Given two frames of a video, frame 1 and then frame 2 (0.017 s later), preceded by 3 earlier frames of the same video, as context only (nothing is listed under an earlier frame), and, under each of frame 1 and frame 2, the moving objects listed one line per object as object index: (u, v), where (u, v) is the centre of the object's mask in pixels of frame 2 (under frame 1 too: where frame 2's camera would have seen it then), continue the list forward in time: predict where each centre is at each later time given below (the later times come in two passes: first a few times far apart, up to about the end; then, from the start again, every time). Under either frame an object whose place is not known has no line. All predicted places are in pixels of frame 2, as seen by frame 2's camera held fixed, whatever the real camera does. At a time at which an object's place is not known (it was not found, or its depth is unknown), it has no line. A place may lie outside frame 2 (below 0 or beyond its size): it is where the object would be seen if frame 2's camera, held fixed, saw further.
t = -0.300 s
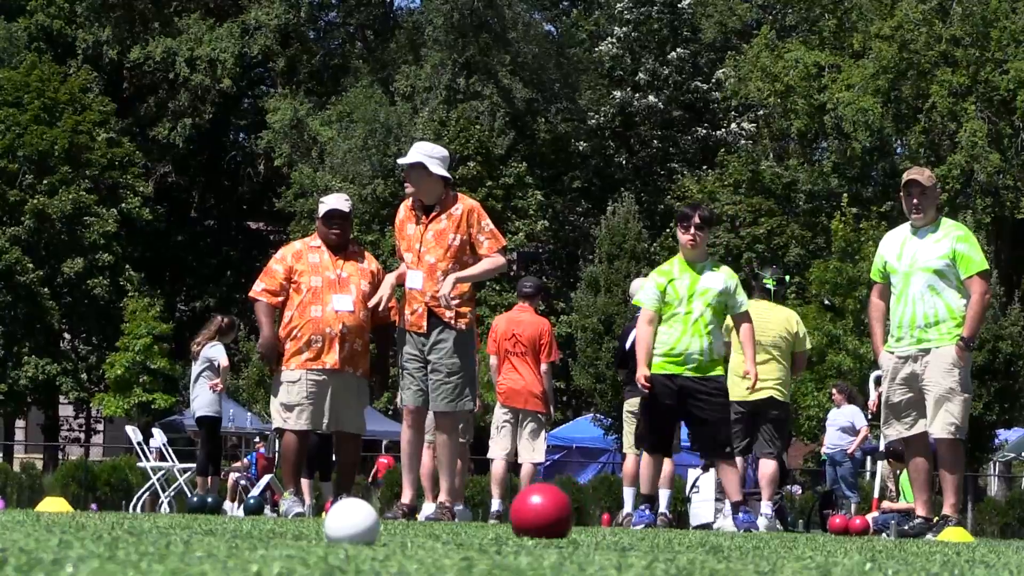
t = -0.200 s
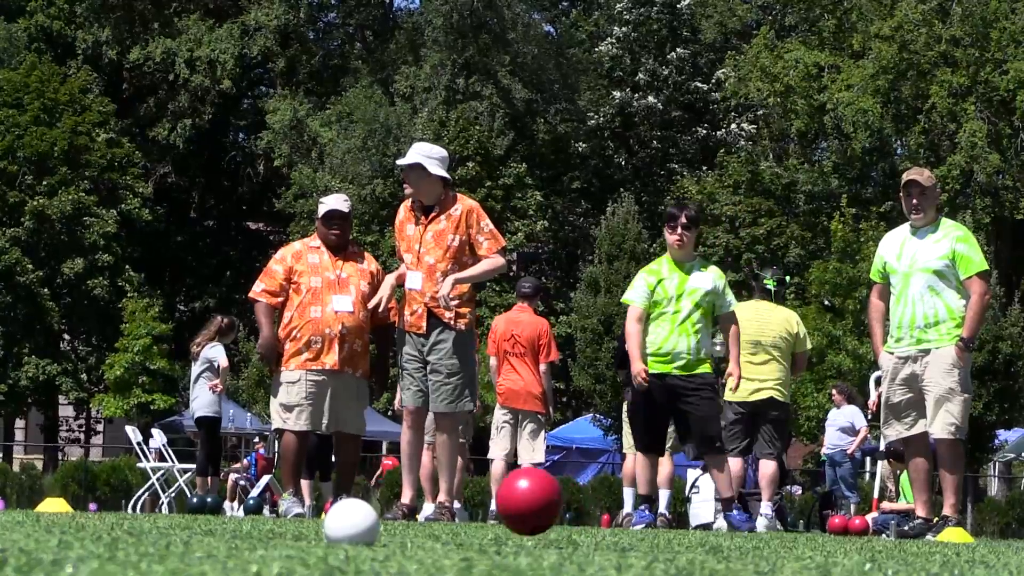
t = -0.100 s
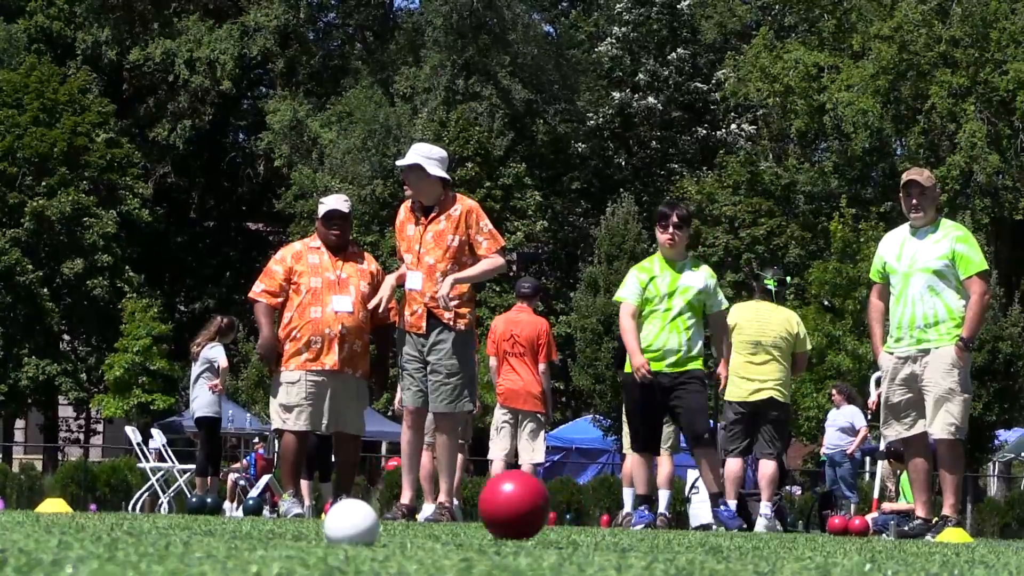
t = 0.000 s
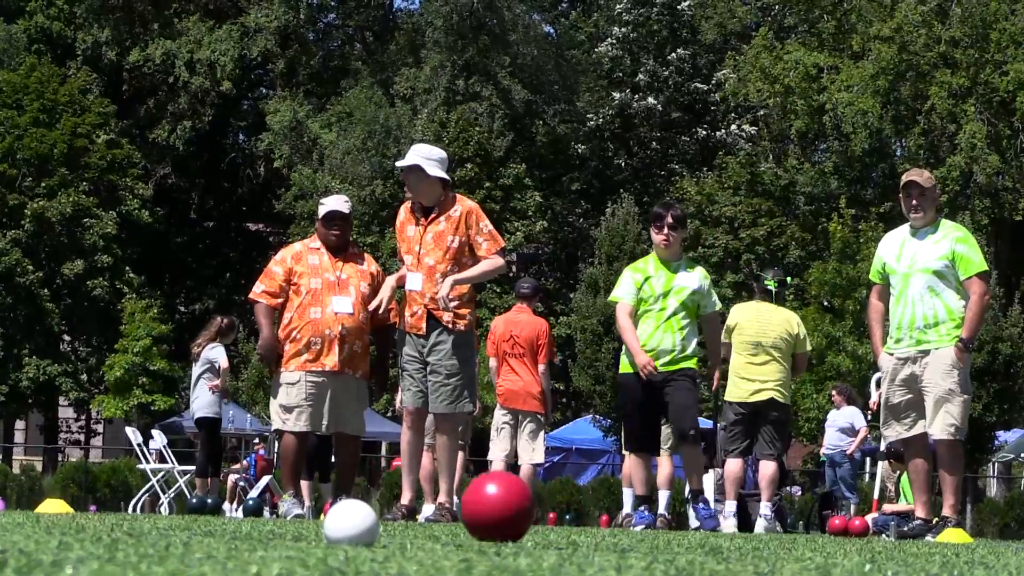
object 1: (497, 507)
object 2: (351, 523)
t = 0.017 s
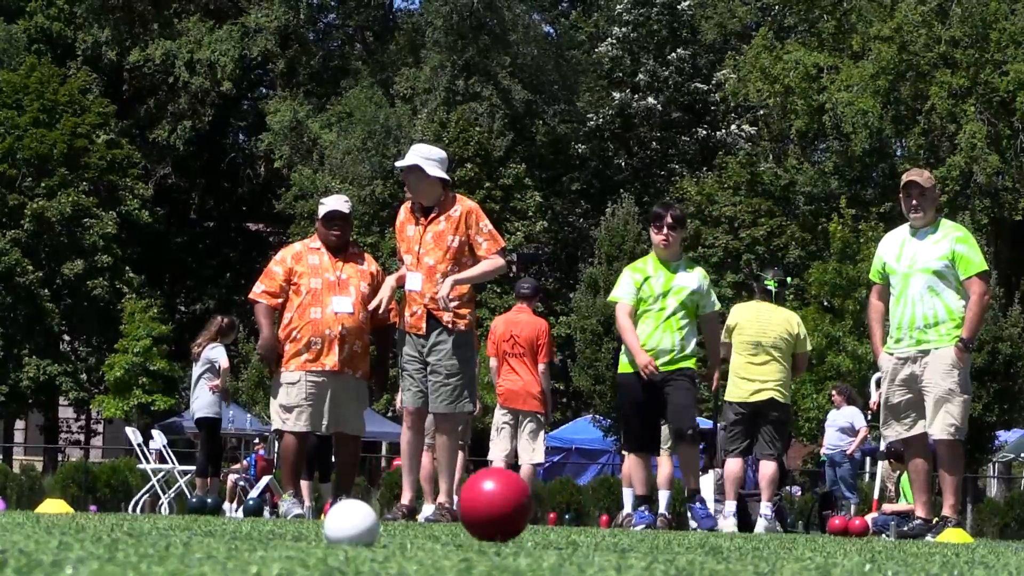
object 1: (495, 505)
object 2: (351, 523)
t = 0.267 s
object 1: (448, 502)
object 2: (351, 523)
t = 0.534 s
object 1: (394, 502)
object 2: (301, 495)
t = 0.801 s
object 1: (359, 498)
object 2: (54, 502)
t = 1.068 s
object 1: (313, 499)
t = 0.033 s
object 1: (492, 503)
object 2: (351, 523)
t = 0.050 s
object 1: (490, 504)
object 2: (351, 523)
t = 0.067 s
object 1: (487, 505)
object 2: (351, 523)
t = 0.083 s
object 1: (484, 508)
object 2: (351, 523)
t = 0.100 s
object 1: (481, 508)
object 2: (352, 523)
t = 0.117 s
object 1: (478, 504)
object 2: (351, 523)
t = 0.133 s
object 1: (475, 502)
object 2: (351, 523)
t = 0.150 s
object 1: (472, 500)
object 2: (351, 523)
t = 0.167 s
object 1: (468, 501)
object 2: (351, 523)
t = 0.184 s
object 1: (465, 504)
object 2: (351, 523)
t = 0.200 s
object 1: (461, 507)
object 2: (351, 523)
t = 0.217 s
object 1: (458, 508)
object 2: (352, 523)
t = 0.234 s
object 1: (455, 505)
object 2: (351, 523)
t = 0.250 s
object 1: (452, 503)
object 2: (351, 524)
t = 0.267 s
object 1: (448, 502)
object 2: (351, 523)
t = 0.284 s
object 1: (445, 503)
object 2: (352, 524)
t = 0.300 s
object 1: (441, 506)
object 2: (351, 524)
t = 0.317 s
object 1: (437, 508)
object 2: (351, 523)
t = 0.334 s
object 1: (434, 506)
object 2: (351, 524)
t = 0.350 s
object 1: (430, 504)
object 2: (351, 523)
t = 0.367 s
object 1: (426, 502)
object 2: (351, 523)
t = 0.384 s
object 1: (423, 502)
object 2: (351, 523)
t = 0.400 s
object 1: (419, 503)
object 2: (351, 524)
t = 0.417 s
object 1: (416, 504)
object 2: (351, 524)
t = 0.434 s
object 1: (413, 504)
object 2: (351, 524)
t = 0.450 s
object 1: (409, 501)
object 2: (351, 524)
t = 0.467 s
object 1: (405, 498)
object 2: (351, 524)
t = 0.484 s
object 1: (401, 497)
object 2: (347, 524)
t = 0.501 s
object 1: (397, 498)
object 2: (329, 519)
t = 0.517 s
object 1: (395, 499)
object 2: (314, 506)
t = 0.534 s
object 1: (394, 502)
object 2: (301, 495)
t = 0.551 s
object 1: (392, 505)
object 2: (287, 486)
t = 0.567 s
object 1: (391, 504)
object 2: (272, 478)
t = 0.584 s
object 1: (389, 501)
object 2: (258, 474)
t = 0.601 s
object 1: (387, 499)
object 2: (243, 472)
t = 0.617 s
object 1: (385, 499)
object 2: (228, 472)
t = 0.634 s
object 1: (383, 501)
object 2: (212, 476)
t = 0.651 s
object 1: (381, 504)
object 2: (196, 483)
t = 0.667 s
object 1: (379, 503)
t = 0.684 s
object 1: (377, 501)
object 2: (162, 500)
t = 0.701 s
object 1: (374, 499)
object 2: (146, 514)
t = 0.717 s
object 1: (372, 499)
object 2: (128, 519)
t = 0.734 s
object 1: (370, 500)
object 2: (114, 514)
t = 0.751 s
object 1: (367, 503)
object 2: (99, 507)
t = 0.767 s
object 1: (365, 503)
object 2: (85, 503)
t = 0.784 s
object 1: (362, 500)
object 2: (70, 501)
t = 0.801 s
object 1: (359, 498)
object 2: (54, 502)
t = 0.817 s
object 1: (357, 498)
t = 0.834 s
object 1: (354, 499)
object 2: (25, 511)
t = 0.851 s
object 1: (351, 502)
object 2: (18, 516)
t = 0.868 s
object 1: (348, 502)
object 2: (11, 516)
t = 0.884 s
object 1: (345, 499)
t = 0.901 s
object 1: (342, 498)
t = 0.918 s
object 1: (339, 499)
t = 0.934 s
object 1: (336, 500)
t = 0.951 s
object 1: (333, 501)
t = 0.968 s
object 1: (330, 500)
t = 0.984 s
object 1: (327, 499)
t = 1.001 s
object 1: (324, 500)
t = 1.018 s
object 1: (321, 500)
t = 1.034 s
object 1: (319, 500)
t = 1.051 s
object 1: (315, 499)
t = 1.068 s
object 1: (313, 499)
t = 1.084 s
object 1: (310, 499)
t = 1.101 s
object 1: (306, 499)
